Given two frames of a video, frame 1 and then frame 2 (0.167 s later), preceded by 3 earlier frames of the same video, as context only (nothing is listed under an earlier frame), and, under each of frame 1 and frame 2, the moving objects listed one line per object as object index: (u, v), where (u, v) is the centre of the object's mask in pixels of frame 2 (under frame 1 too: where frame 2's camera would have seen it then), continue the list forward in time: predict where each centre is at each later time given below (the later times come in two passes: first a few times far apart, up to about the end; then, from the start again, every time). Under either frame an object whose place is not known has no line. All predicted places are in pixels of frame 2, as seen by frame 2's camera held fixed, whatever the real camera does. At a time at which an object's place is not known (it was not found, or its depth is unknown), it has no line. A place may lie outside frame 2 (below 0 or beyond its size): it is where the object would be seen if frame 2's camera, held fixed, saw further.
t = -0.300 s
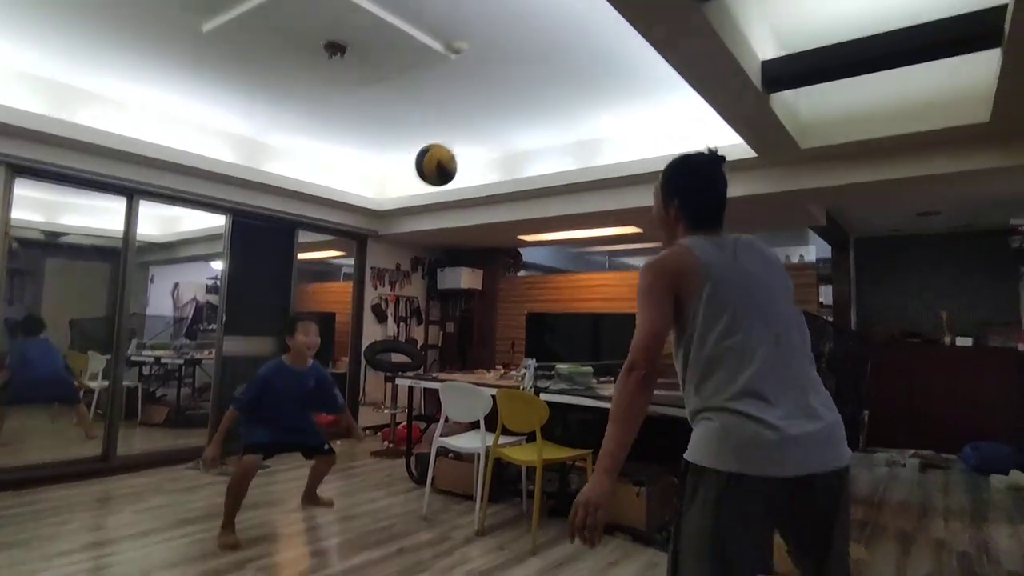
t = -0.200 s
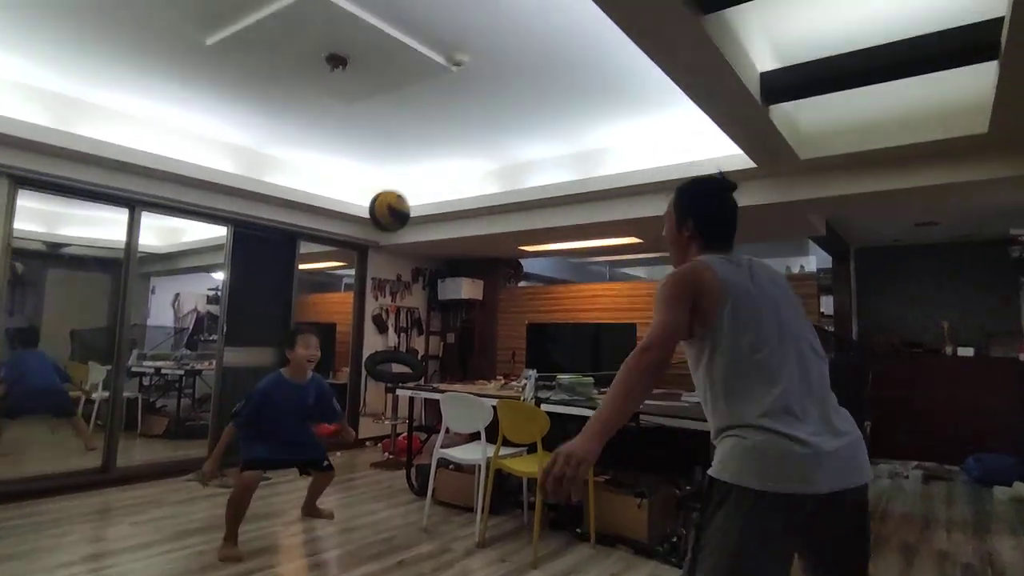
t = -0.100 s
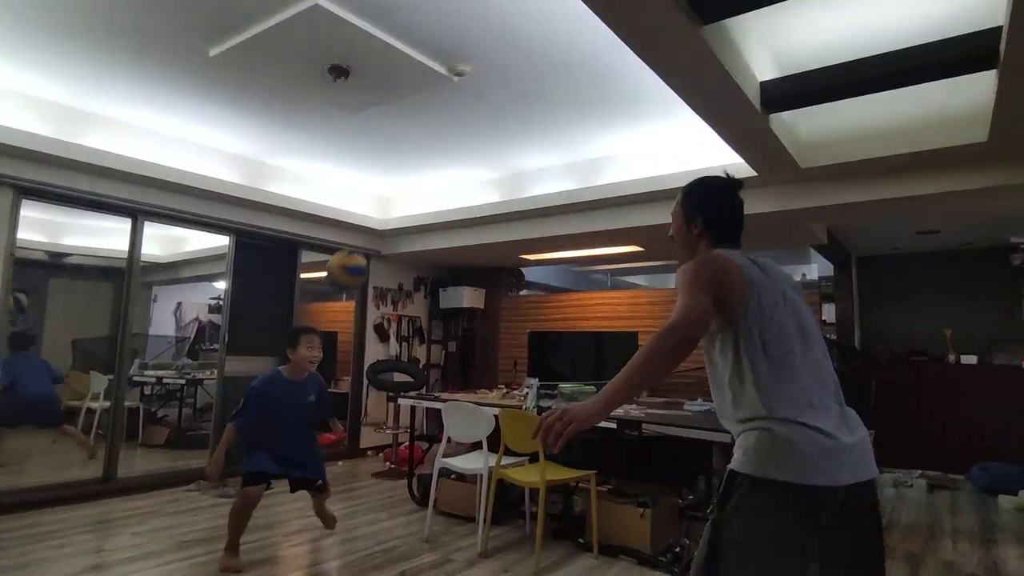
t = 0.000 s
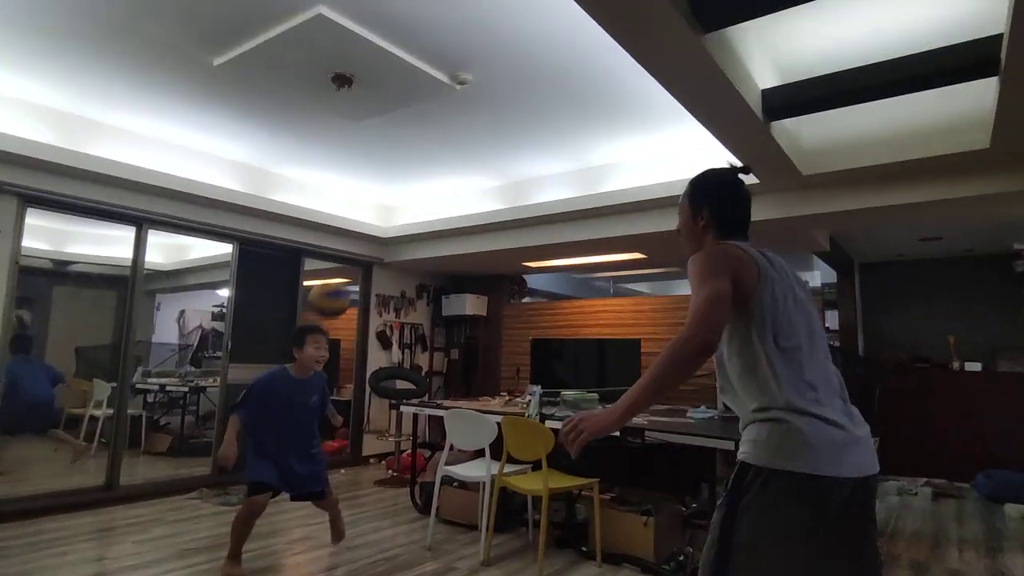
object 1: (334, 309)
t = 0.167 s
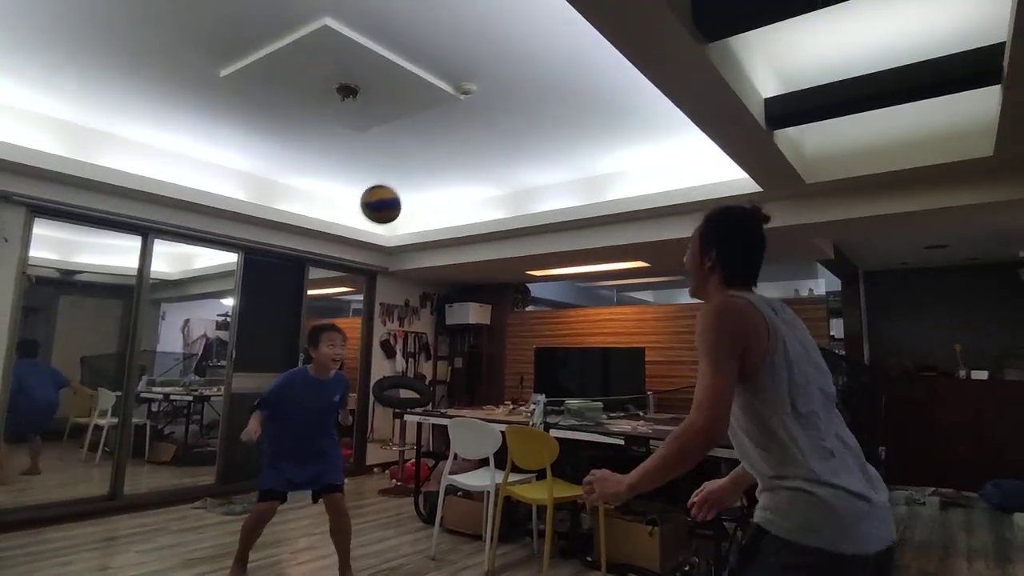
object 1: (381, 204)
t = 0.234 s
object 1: (400, 173)
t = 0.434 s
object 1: (460, 127)
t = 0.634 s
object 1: (527, 161)
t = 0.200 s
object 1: (390, 188)
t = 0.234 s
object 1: (400, 173)
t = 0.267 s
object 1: (409, 161)
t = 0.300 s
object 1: (419, 150)
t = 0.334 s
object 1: (429, 141)
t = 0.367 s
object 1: (439, 134)
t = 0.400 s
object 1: (449, 130)
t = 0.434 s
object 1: (460, 127)
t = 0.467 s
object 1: (470, 126)
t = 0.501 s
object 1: (481, 128)
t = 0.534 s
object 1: (492, 132)
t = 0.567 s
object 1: (503, 139)
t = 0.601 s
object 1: (515, 149)
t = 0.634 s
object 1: (527, 161)
